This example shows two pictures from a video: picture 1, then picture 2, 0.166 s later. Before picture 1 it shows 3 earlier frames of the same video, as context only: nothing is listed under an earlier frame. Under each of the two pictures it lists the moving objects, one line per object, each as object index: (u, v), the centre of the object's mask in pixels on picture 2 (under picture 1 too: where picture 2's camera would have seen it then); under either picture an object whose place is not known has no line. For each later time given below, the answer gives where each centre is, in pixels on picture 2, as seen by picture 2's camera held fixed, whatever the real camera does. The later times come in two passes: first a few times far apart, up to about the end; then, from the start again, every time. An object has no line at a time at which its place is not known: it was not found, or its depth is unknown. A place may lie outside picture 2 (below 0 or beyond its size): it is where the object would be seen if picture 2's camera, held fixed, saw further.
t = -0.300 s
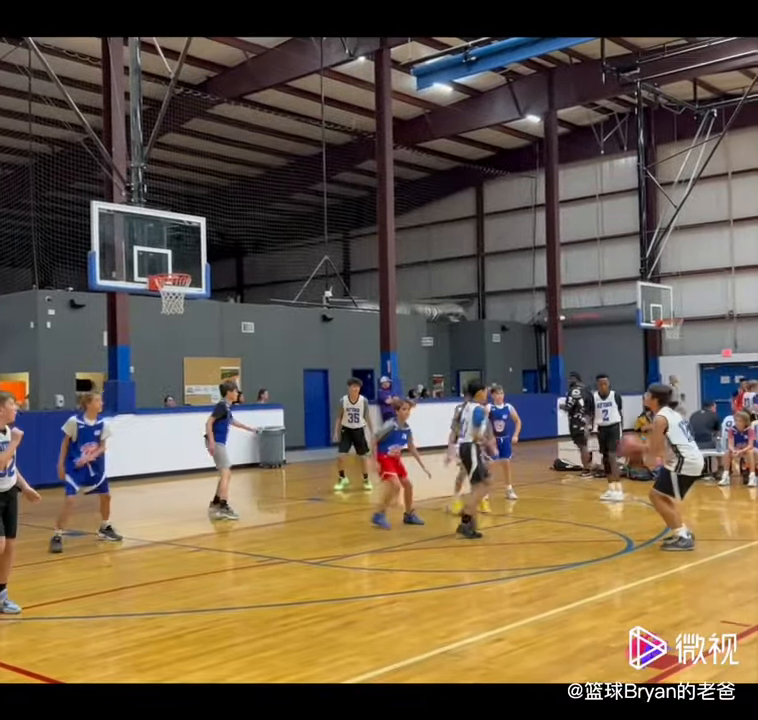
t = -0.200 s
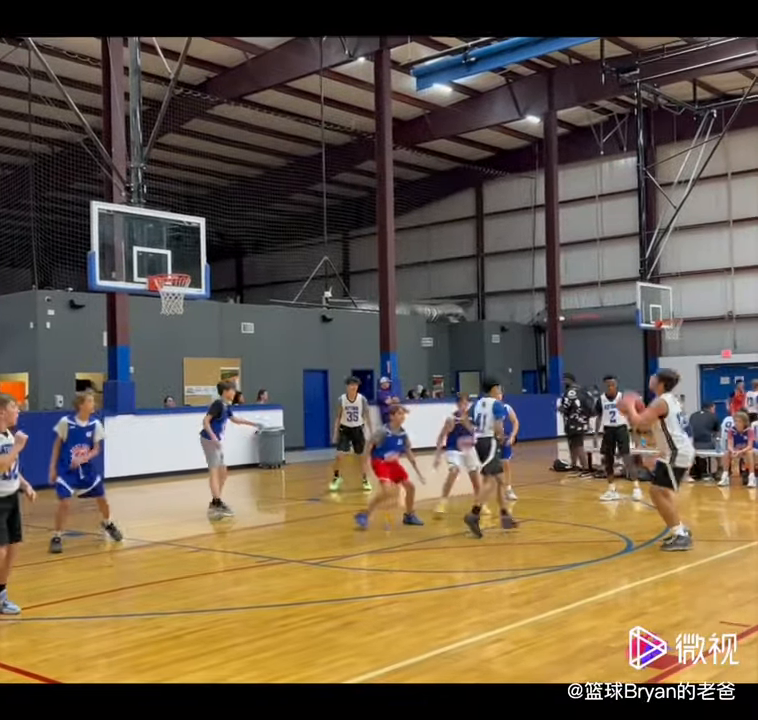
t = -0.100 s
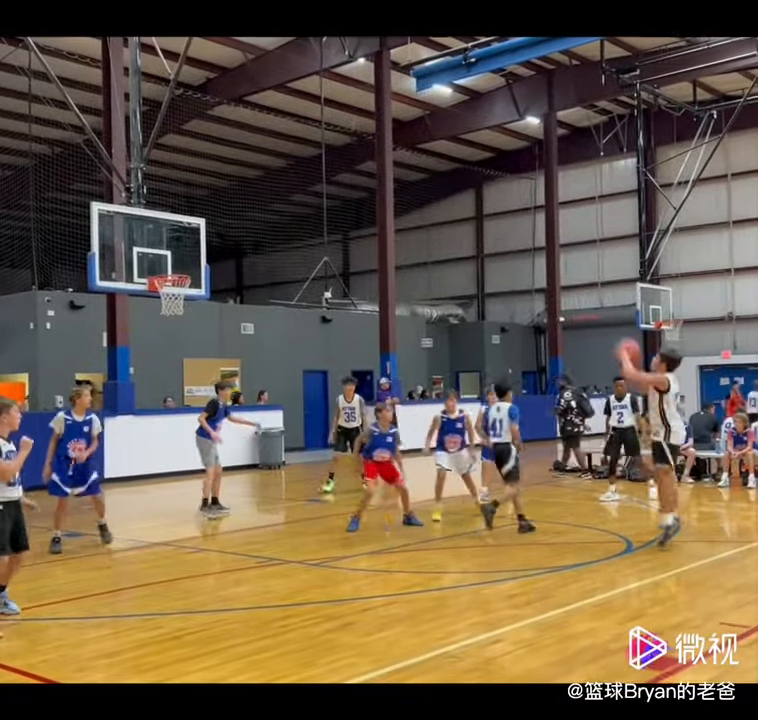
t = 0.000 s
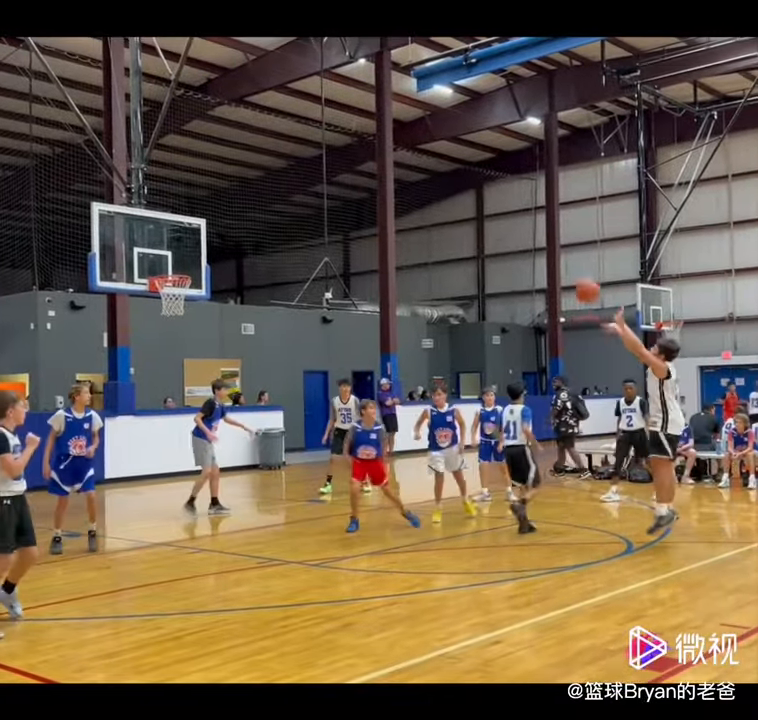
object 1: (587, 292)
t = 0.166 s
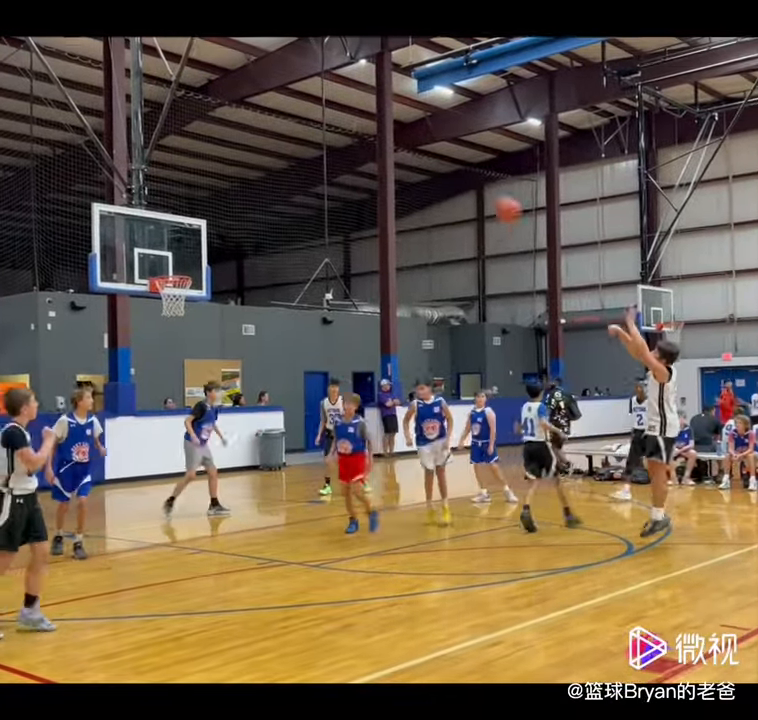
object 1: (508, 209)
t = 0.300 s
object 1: (451, 168)
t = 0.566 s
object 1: (351, 136)
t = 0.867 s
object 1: (256, 172)
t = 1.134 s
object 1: (183, 254)
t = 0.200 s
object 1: (492, 196)
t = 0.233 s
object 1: (478, 186)
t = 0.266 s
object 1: (464, 176)
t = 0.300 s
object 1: (451, 168)
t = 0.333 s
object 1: (438, 160)
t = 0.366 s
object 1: (424, 153)
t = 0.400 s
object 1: (411, 148)
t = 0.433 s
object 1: (401, 143)
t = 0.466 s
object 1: (386, 140)
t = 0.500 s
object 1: (374, 138)
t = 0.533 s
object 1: (362, 137)
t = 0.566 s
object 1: (351, 136)
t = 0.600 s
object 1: (339, 136)
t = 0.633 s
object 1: (329, 138)
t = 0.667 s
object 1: (317, 140)
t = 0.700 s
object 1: (306, 144)
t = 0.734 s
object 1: (296, 147)
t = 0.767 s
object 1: (285, 152)
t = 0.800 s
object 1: (274, 159)
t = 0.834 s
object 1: (265, 165)
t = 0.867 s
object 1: (256, 172)
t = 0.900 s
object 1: (246, 179)
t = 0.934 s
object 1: (236, 188)
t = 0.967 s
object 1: (227, 198)
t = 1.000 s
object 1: (218, 208)
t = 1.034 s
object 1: (210, 217)
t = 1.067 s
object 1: (200, 230)
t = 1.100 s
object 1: (191, 242)
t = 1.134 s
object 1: (183, 254)
